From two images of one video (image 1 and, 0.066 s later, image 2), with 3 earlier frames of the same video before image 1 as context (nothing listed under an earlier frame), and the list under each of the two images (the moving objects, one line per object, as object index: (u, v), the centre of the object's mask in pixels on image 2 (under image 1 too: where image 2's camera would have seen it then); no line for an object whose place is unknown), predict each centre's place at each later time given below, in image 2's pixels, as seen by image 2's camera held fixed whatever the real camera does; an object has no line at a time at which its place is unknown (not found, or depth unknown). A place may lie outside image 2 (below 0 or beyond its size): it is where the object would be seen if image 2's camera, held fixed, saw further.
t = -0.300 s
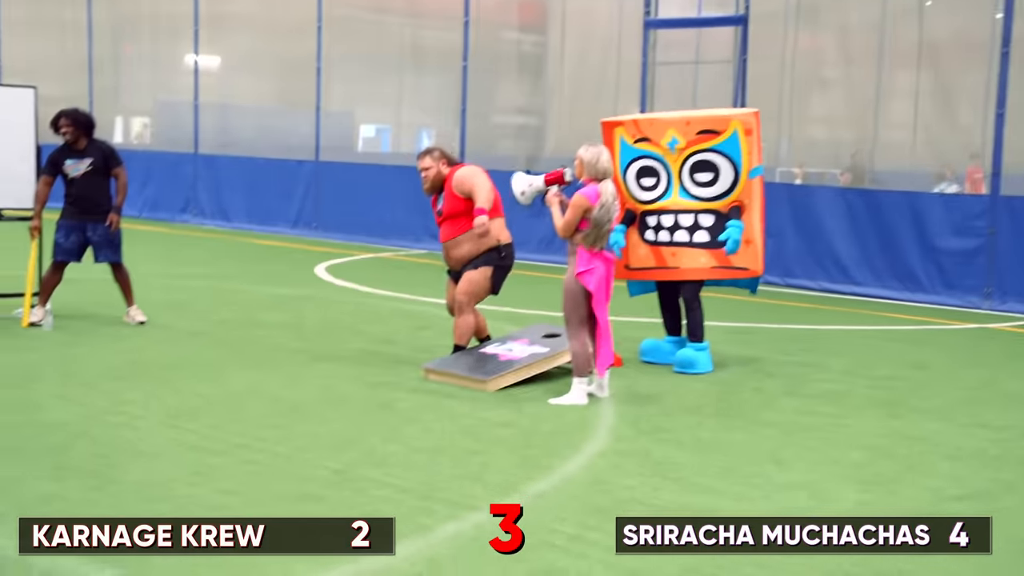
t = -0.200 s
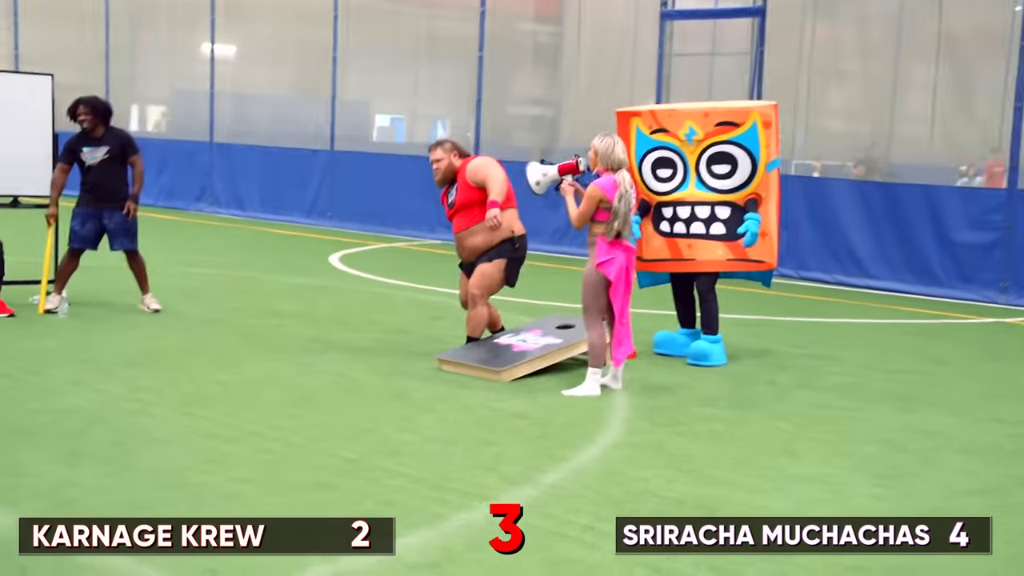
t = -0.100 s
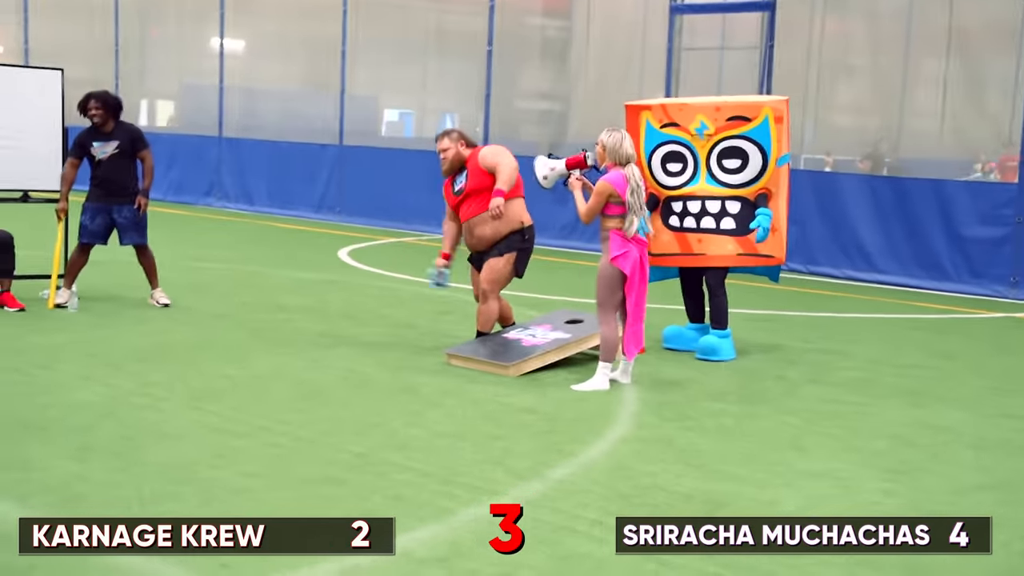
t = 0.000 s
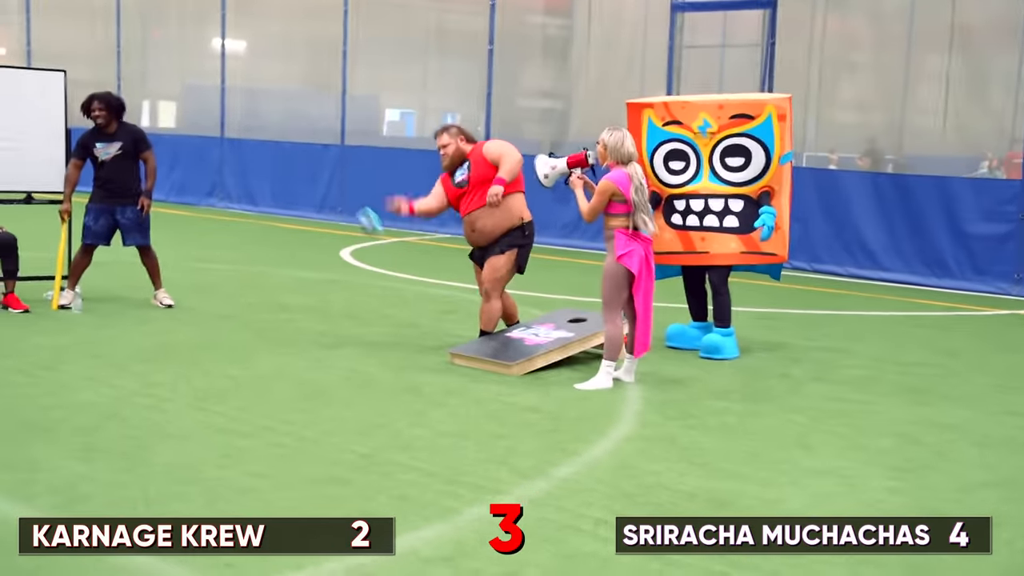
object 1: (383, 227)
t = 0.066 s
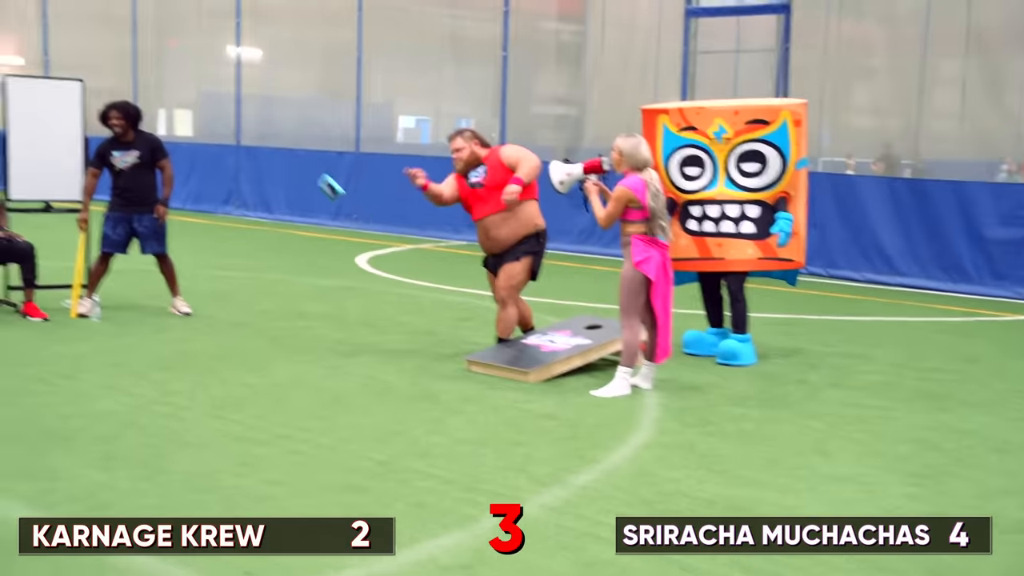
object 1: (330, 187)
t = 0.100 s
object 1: (301, 167)
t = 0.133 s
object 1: (271, 148)
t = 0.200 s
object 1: (217, 116)
